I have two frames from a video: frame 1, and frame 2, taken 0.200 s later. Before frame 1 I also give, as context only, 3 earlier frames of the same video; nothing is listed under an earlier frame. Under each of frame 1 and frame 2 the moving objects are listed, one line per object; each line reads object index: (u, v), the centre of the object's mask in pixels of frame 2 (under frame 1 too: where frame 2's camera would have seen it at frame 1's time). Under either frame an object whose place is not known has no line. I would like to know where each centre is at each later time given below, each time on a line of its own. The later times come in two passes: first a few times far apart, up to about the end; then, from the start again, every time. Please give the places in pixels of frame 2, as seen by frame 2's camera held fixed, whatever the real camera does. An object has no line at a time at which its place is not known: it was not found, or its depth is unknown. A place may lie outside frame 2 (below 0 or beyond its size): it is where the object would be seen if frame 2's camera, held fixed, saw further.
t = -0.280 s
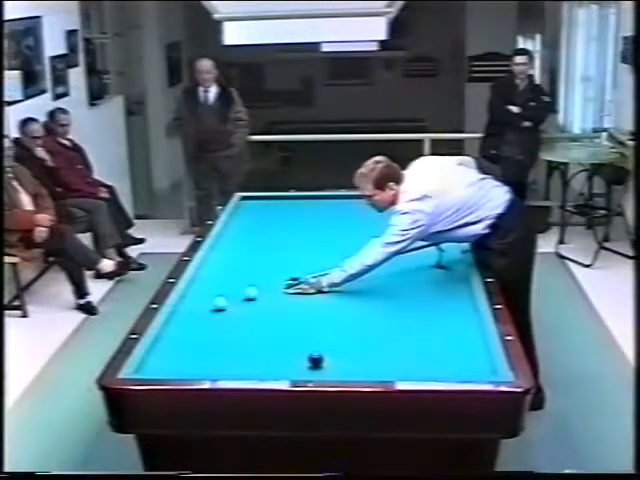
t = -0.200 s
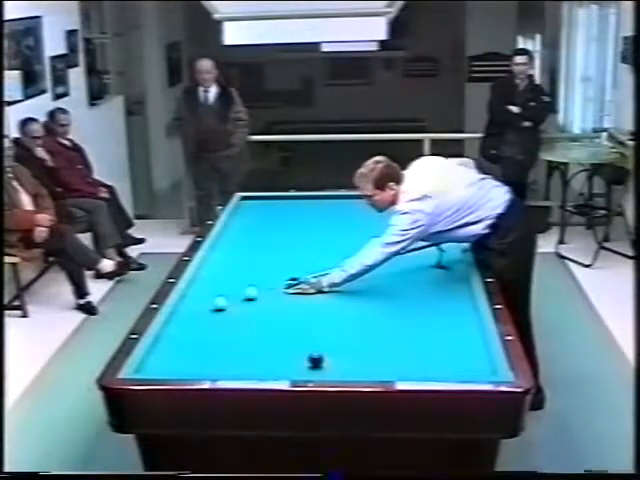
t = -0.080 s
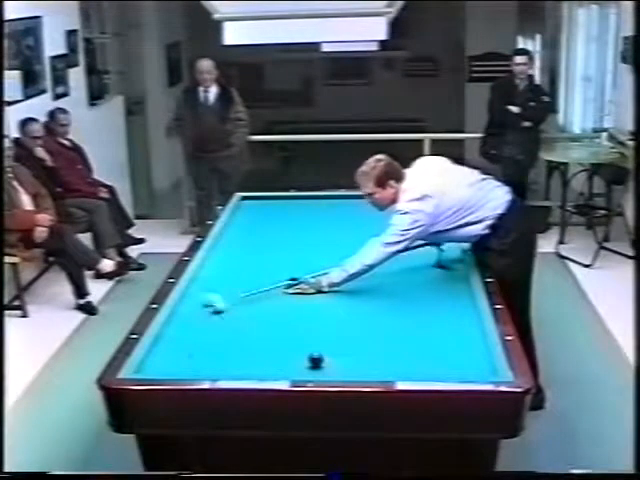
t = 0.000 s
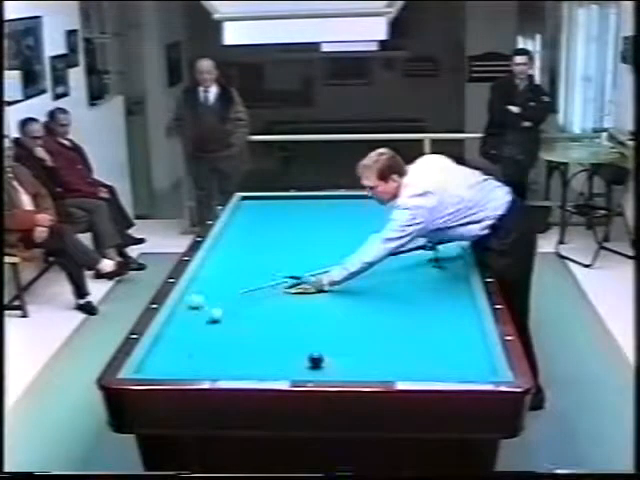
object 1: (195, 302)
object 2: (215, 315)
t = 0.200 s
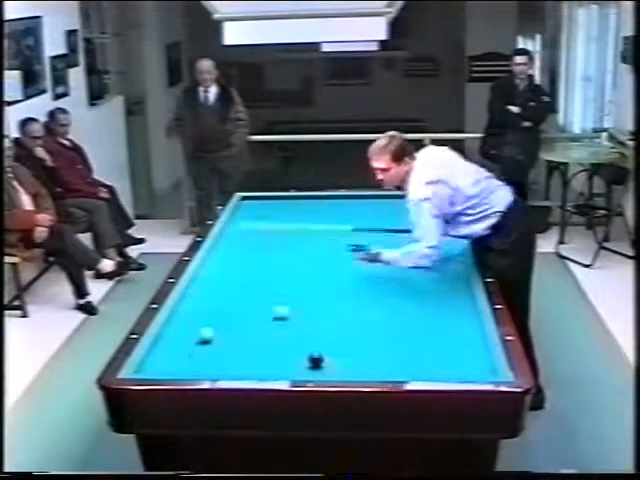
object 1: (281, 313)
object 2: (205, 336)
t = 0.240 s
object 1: (297, 315)
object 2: (204, 340)
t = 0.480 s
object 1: (389, 328)
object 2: (194, 364)
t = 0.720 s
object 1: (478, 343)
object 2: (193, 362)
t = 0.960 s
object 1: (415, 350)
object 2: (198, 347)
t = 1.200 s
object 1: (366, 357)
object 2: (203, 334)
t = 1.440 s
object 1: (323, 366)
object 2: (207, 324)
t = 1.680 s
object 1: (297, 369)
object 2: (211, 312)
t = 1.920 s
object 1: (280, 365)
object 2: (215, 302)
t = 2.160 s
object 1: (262, 359)
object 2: (218, 293)
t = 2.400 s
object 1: (246, 352)
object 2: (221, 284)
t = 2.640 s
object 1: (232, 347)
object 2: (225, 276)
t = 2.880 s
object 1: (221, 343)
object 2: (227, 269)
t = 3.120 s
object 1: (209, 339)
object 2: (230, 263)
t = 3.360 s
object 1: (197, 337)
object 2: (233, 258)
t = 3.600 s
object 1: (187, 333)
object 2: (235, 251)
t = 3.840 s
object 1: (179, 330)
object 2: (237, 245)
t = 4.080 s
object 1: (170, 328)
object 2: (240, 240)
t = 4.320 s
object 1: (173, 326)
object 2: (242, 236)
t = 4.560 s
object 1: (179, 324)
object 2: (245, 230)
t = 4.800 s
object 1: (185, 322)
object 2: (247, 226)
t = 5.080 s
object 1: (191, 320)
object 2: (249, 222)
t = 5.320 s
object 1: (196, 319)
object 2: (252, 219)
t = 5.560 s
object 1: (197, 318)
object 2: (254, 215)
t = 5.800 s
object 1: (200, 317)
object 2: (256, 212)
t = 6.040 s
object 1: (203, 316)
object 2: (258, 208)
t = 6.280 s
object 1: (205, 315)
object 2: (260, 206)
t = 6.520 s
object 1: (206, 315)
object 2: (261, 203)
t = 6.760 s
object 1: (207, 314)
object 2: (263, 201)
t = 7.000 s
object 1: (209, 314)
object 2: (265, 199)
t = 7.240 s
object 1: (209, 314)
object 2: (265, 198)
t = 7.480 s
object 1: (209, 313)
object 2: (265, 199)
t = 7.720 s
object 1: (209, 313)
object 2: (265, 200)
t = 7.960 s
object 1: (209, 313)
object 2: (264, 200)
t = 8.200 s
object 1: (208, 313)
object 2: (264, 201)
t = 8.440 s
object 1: (208, 313)
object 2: (264, 202)
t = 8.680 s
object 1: (208, 313)
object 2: (264, 202)
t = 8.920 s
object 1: (208, 313)
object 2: (264, 202)
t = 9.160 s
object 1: (208, 314)
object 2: (264, 203)
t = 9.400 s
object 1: (208, 313)
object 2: (264, 203)
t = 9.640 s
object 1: (209, 313)
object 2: (264, 203)
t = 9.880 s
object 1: (209, 313)
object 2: (264, 203)
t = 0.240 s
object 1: (297, 315)
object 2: (204, 340)
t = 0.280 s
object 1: (314, 317)
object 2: (202, 344)
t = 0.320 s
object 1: (329, 319)
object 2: (201, 347)
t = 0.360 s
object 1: (344, 321)
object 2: (199, 352)
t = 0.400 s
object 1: (359, 324)
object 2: (197, 356)
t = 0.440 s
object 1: (375, 327)
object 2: (195, 361)
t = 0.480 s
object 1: (389, 328)
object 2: (194, 364)
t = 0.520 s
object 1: (404, 331)
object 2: (192, 367)
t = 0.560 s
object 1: (420, 333)
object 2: (190, 369)
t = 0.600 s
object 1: (435, 335)
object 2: (190, 367)
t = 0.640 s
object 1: (450, 338)
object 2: (192, 366)
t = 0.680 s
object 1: (466, 340)
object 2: (192, 364)
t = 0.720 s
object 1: (478, 343)
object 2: (193, 362)
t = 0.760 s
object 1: (469, 344)
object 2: (194, 360)
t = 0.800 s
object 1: (457, 344)
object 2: (194, 357)
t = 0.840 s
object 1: (445, 346)
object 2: (195, 355)
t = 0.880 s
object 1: (435, 347)
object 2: (197, 352)
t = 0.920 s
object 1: (424, 349)
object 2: (198, 349)
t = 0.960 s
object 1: (415, 350)
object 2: (198, 347)
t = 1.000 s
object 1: (407, 351)
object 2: (199, 345)
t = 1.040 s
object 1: (397, 352)
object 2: (200, 343)
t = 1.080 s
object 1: (391, 353)
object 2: (201, 341)
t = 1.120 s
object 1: (382, 354)
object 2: (201, 339)
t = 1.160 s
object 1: (374, 356)
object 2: (202, 336)
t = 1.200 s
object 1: (366, 357)
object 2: (203, 334)
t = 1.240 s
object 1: (359, 359)
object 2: (204, 332)
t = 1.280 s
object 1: (349, 360)
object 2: (204, 330)
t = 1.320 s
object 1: (342, 361)
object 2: (205, 328)
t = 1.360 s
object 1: (332, 363)
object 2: (206, 327)
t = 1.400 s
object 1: (327, 364)
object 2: (206, 325)
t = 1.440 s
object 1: (323, 366)
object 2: (207, 324)
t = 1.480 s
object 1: (318, 367)
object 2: (208, 321)
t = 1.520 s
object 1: (313, 368)
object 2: (209, 319)
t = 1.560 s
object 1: (309, 368)
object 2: (210, 317)
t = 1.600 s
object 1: (304, 370)
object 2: (210, 315)
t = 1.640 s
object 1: (301, 370)
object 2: (211, 314)
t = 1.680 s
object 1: (297, 369)
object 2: (211, 312)
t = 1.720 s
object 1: (293, 368)
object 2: (212, 310)
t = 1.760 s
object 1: (291, 367)
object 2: (213, 308)
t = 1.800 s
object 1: (288, 367)
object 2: (213, 307)
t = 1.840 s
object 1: (285, 366)
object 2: (214, 305)
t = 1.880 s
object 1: (282, 366)
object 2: (214, 304)
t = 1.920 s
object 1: (280, 365)
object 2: (215, 302)
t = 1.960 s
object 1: (276, 364)
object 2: (215, 300)
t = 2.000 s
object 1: (273, 363)
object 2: (216, 299)
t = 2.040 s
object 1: (270, 362)
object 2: (216, 297)
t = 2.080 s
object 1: (268, 361)
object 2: (217, 296)
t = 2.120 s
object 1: (265, 359)
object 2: (218, 294)
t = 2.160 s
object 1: (262, 359)
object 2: (218, 293)
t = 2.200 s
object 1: (260, 357)
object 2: (219, 292)
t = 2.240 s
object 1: (257, 356)
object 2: (219, 290)
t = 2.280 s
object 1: (255, 356)
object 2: (220, 289)
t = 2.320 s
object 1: (252, 354)
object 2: (221, 287)
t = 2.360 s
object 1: (248, 353)
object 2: (221, 286)
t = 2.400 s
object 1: (246, 352)
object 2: (221, 284)
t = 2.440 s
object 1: (244, 351)
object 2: (222, 283)
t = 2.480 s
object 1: (241, 350)
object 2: (223, 281)
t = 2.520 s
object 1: (239, 349)
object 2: (223, 280)
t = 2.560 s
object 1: (237, 348)
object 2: (223, 279)
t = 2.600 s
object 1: (235, 348)
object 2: (224, 277)
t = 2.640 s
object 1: (232, 347)
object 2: (225, 276)
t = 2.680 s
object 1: (231, 346)
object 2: (225, 275)
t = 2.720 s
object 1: (228, 346)
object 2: (226, 274)
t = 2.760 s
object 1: (227, 345)
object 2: (226, 273)
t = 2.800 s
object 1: (225, 344)
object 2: (226, 272)
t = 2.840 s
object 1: (222, 344)
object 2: (227, 270)
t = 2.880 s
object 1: (221, 343)
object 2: (227, 269)
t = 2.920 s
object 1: (218, 343)
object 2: (228, 268)
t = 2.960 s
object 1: (217, 342)
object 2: (228, 267)
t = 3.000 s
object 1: (215, 341)
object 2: (229, 265)
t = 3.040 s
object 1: (213, 341)
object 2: (229, 264)
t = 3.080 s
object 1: (211, 340)
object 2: (229, 264)
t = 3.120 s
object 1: (209, 339)
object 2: (230, 263)
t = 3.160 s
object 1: (207, 339)
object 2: (231, 262)
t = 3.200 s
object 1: (205, 338)
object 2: (231, 261)
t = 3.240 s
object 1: (204, 338)
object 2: (232, 260)
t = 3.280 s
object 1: (202, 337)
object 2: (232, 258)
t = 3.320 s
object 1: (199, 337)
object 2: (233, 258)
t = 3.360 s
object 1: (197, 337)
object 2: (233, 258)
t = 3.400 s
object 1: (195, 336)
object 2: (233, 255)
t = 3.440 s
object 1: (194, 335)
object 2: (233, 255)
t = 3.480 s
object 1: (192, 335)
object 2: (234, 254)
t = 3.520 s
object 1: (190, 334)
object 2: (234, 253)
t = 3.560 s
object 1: (189, 334)
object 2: (235, 252)
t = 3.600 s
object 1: (187, 333)
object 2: (235, 251)
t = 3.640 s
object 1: (185, 332)
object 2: (235, 250)
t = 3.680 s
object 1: (183, 332)
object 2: (236, 249)
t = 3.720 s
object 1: (183, 332)
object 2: (236, 247)
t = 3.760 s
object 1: (183, 331)
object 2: (236, 247)
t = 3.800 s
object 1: (181, 331)
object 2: (237, 246)
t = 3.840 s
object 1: (179, 330)
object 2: (237, 245)
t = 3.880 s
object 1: (178, 331)
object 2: (238, 244)
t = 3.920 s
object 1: (175, 330)
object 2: (238, 243)
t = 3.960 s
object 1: (174, 329)
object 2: (239, 242)
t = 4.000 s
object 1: (173, 329)
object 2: (239, 242)
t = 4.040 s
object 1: (171, 328)
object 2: (240, 240)
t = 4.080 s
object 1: (170, 328)
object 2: (240, 240)
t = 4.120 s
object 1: (169, 327)
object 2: (240, 239)
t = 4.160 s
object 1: (170, 327)
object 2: (241, 239)
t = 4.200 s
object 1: (171, 327)
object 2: (242, 238)
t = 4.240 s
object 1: (171, 327)
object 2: (242, 237)
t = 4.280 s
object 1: (172, 326)
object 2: (242, 236)
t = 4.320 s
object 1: (173, 326)
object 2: (242, 236)
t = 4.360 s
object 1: (175, 325)
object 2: (243, 234)
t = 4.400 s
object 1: (175, 325)
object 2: (243, 234)
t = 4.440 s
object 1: (177, 324)
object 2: (244, 233)
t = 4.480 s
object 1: (178, 324)
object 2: (244, 232)
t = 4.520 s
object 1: (179, 324)
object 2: (244, 231)
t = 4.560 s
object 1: (179, 324)
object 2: (245, 230)
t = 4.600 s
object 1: (181, 323)
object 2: (245, 231)
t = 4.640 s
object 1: (182, 323)
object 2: (245, 229)
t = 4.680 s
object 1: (183, 322)
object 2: (246, 228)
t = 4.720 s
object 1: (184, 322)
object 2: (246, 228)
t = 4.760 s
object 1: (184, 322)
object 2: (247, 227)
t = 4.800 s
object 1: (185, 322)
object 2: (247, 226)
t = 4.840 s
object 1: (186, 322)
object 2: (248, 226)
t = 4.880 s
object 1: (187, 321)
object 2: (248, 225)
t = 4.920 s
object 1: (188, 321)
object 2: (249, 224)
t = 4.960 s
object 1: (188, 321)
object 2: (249, 224)
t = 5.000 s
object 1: (189, 320)
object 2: (249, 223)
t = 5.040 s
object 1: (190, 320)
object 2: (249, 223)
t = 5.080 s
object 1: (191, 320)
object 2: (249, 222)
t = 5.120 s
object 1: (191, 320)
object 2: (250, 221)
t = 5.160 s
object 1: (191, 320)
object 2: (250, 221)
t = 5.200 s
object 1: (193, 319)
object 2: (251, 220)
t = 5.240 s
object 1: (193, 319)
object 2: (251, 220)
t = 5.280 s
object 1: (194, 319)
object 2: (251, 219)
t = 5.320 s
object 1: (196, 319)
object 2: (252, 219)
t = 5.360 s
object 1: (195, 319)
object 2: (252, 218)
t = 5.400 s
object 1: (197, 318)
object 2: (252, 217)
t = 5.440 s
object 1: (197, 318)
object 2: (253, 217)
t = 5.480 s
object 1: (197, 318)
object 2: (253, 216)
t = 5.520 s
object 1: (196, 318)
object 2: (253, 216)
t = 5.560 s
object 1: (197, 318)
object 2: (254, 215)
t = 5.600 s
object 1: (198, 317)
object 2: (254, 214)
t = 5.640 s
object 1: (198, 318)
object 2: (254, 214)
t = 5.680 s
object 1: (199, 317)
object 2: (255, 214)
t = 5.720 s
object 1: (199, 317)
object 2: (255, 213)
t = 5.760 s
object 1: (200, 317)
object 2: (255, 213)
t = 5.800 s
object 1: (200, 317)
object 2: (256, 212)
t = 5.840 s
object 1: (201, 317)
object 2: (256, 211)
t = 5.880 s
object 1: (201, 316)
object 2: (256, 211)
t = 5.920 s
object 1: (201, 316)
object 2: (257, 211)
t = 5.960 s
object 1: (202, 316)
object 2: (257, 210)
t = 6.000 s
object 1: (203, 316)
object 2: (258, 209)
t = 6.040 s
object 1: (203, 316)
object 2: (258, 208)
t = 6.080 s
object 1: (203, 315)
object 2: (258, 209)
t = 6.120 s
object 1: (204, 315)
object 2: (258, 208)
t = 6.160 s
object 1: (204, 315)
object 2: (258, 208)
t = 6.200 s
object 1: (204, 315)
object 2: (259, 207)
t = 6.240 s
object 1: (205, 315)
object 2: (259, 207)
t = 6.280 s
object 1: (205, 315)
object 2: (260, 206)
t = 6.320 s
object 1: (205, 315)
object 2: (260, 206)
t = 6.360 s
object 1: (205, 314)
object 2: (260, 206)
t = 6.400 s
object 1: (205, 314)
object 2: (260, 205)
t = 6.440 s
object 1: (205, 315)
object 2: (260, 204)
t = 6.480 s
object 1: (206, 314)
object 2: (261, 204)
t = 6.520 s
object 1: (206, 315)
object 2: (261, 203)
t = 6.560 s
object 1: (206, 315)
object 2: (262, 203)
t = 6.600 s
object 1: (207, 314)
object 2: (262, 202)
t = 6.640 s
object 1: (207, 314)
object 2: (262, 202)
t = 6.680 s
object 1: (207, 314)
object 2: (262, 201)
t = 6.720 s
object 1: (207, 314)
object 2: (263, 201)
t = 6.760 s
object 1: (207, 314)
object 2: (263, 201)
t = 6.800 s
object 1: (208, 314)
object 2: (263, 201)
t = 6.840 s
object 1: (208, 314)
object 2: (263, 200)
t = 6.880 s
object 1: (208, 314)
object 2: (263, 200)
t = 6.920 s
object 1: (208, 314)
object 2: (264, 200)
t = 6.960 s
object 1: (208, 314)
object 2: (264, 200)
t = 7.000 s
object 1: (209, 314)
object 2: (265, 199)
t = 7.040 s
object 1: (209, 314)
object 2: (265, 199)
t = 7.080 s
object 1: (209, 313)
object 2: (265, 199)
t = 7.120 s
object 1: (208, 313)
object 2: (265, 198)
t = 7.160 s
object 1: (209, 313)
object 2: (265, 198)
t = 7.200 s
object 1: (209, 314)
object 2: (266, 198)
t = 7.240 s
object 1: (209, 314)
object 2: (265, 198)
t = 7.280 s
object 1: (209, 313)
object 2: (265, 198)
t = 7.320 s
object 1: (209, 314)
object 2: (265, 198)
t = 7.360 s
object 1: (209, 313)
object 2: (265, 198)
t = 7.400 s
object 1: (209, 313)
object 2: (265, 199)
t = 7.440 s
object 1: (209, 314)
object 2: (265, 199)
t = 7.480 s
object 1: (209, 313)
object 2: (265, 199)
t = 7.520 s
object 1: (209, 313)
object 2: (265, 199)
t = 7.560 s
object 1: (209, 313)
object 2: (265, 199)
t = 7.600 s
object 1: (209, 313)
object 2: (265, 199)
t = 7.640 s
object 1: (209, 313)
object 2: (265, 199)
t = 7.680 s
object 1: (209, 313)
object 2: (265, 199)
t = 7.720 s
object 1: (209, 313)
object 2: (265, 200)
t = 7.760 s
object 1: (209, 313)
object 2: (265, 200)
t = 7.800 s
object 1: (209, 313)
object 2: (265, 200)
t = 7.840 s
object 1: (209, 313)
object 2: (265, 200)
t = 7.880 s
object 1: (209, 313)
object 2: (264, 200)
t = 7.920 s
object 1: (209, 313)
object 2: (264, 200)
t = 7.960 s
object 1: (209, 313)
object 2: (264, 200)
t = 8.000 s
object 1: (209, 313)
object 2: (264, 200)
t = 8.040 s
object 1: (208, 313)
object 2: (264, 200)
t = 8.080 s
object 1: (208, 313)
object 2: (264, 200)
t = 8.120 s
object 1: (208, 313)
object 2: (264, 200)
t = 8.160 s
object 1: (209, 313)
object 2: (264, 200)
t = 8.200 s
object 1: (208, 313)
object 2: (264, 201)
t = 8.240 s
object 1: (208, 313)
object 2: (264, 201)
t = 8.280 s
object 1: (208, 313)
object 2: (264, 201)
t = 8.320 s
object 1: (208, 313)
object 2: (264, 201)
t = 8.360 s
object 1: (208, 314)
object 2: (264, 201)
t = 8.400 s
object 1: (209, 313)
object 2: (264, 201)
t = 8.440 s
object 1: (208, 313)
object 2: (264, 202)
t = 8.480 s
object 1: (208, 314)
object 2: (264, 202)
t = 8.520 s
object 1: (208, 313)
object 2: (264, 202)
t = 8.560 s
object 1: (209, 313)
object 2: (264, 202)
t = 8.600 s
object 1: (208, 313)
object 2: (264, 202)
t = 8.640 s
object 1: (208, 313)
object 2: (264, 202)
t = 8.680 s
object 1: (208, 313)
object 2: (264, 202)
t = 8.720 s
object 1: (208, 313)
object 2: (264, 202)
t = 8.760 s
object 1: (209, 313)
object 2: (264, 202)
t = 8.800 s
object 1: (208, 314)
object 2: (264, 202)
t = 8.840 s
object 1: (209, 313)
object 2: (264, 202)
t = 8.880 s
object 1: (208, 313)
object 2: (264, 202)
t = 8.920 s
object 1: (208, 313)
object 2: (264, 202)
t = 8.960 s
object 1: (208, 313)
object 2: (264, 202)
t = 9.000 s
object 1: (208, 313)
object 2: (264, 202)
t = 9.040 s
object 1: (208, 314)
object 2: (264, 203)
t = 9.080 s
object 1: (208, 314)
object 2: (264, 203)
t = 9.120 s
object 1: (208, 313)
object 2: (264, 203)
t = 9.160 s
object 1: (208, 314)
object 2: (264, 203)
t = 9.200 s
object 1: (208, 313)
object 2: (264, 203)
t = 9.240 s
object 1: (208, 314)
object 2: (264, 203)
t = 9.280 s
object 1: (208, 314)
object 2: (264, 203)
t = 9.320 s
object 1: (208, 313)
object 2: (264, 203)
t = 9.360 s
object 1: (208, 313)
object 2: (264, 203)
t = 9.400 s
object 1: (208, 313)
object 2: (264, 203)
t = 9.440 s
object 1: (208, 313)
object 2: (264, 203)
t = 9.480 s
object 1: (209, 313)
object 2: (264, 203)
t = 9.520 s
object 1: (208, 313)
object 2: (264, 203)
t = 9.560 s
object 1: (208, 313)
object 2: (264, 203)
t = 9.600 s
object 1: (209, 313)
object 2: (264, 203)
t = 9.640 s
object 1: (209, 313)
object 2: (264, 203)
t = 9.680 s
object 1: (209, 313)
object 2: (264, 203)
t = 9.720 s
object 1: (209, 313)
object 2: (264, 203)
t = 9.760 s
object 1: (209, 313)
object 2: (264, 203)
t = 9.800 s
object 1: (209, 313)
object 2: (264, 203)
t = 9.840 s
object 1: (208, 313)
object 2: (264, 203)
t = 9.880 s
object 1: (209, 313)
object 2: (264, 203)
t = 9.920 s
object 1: (209, 313)
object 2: (264, 203)
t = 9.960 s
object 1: (209, 313)
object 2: (264, 203)
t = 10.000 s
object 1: (209, 313)
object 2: (264, 203)
